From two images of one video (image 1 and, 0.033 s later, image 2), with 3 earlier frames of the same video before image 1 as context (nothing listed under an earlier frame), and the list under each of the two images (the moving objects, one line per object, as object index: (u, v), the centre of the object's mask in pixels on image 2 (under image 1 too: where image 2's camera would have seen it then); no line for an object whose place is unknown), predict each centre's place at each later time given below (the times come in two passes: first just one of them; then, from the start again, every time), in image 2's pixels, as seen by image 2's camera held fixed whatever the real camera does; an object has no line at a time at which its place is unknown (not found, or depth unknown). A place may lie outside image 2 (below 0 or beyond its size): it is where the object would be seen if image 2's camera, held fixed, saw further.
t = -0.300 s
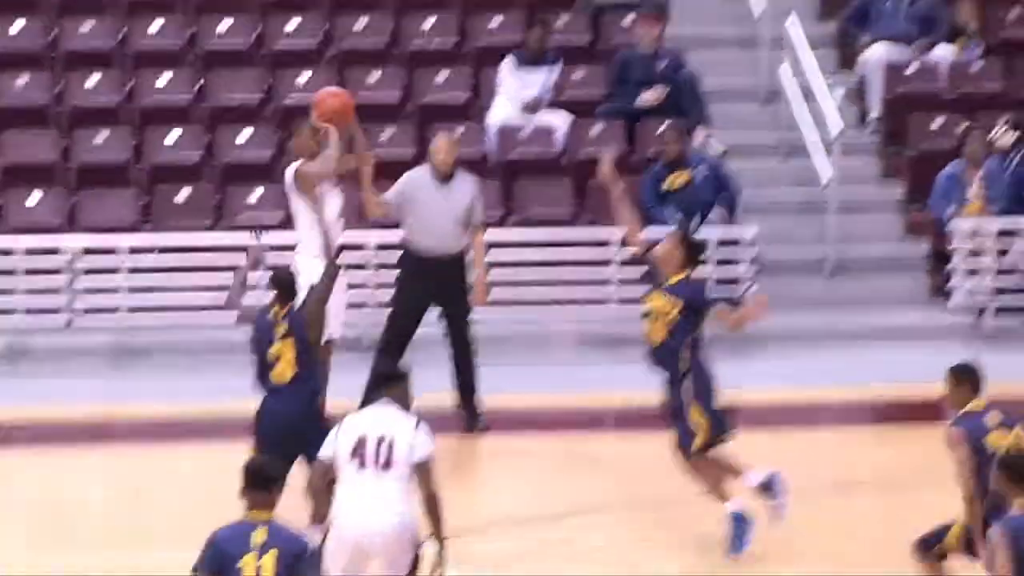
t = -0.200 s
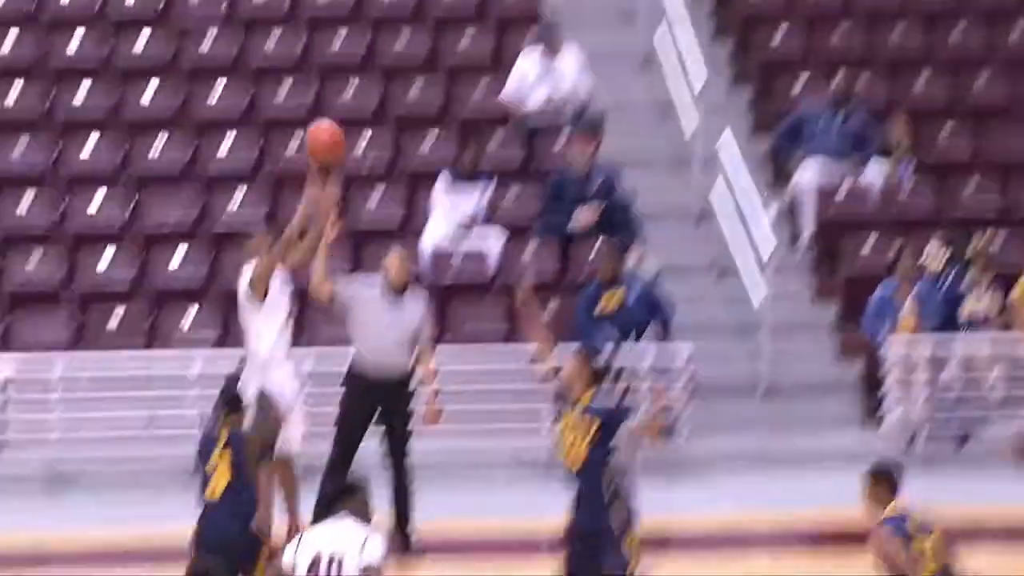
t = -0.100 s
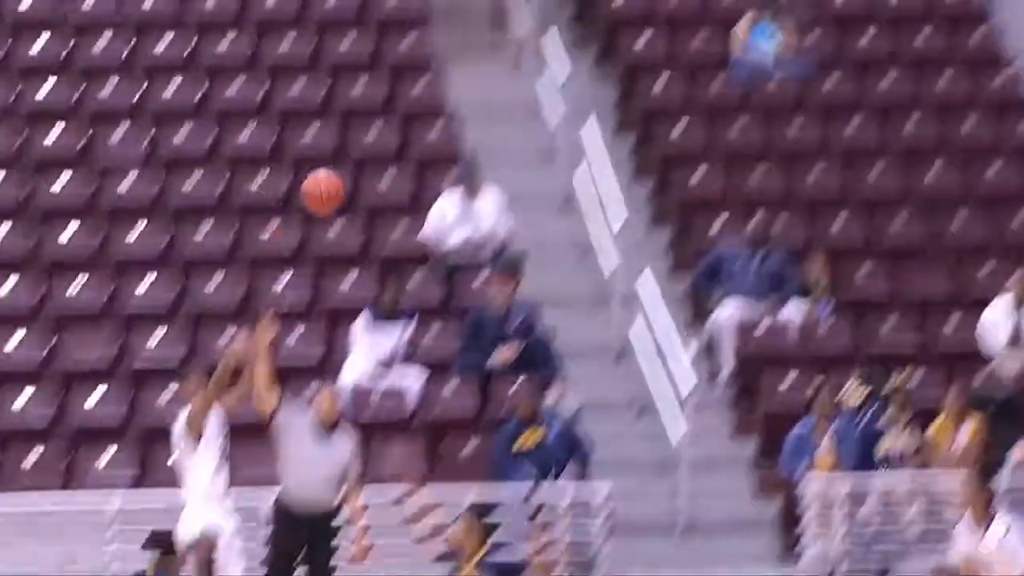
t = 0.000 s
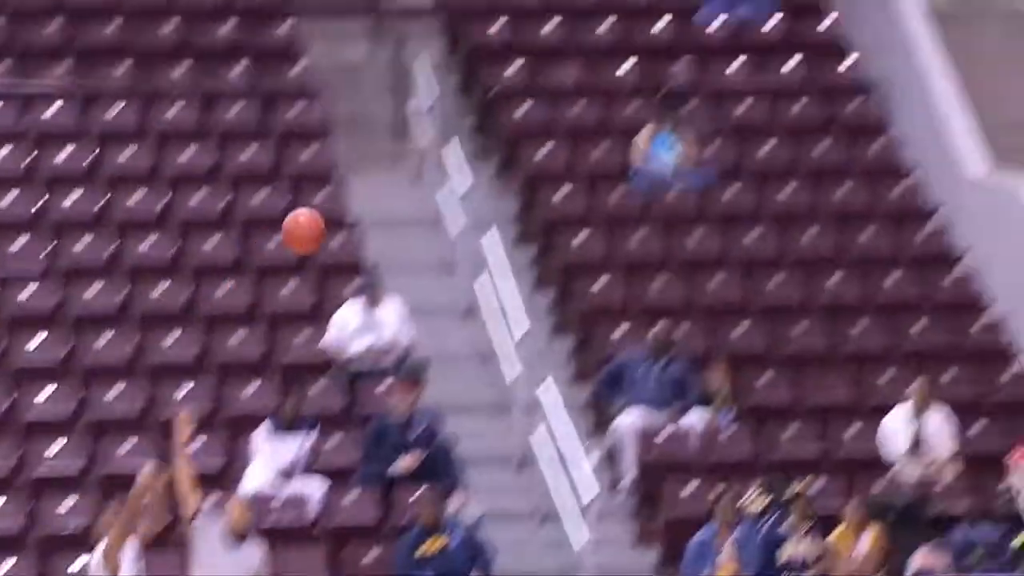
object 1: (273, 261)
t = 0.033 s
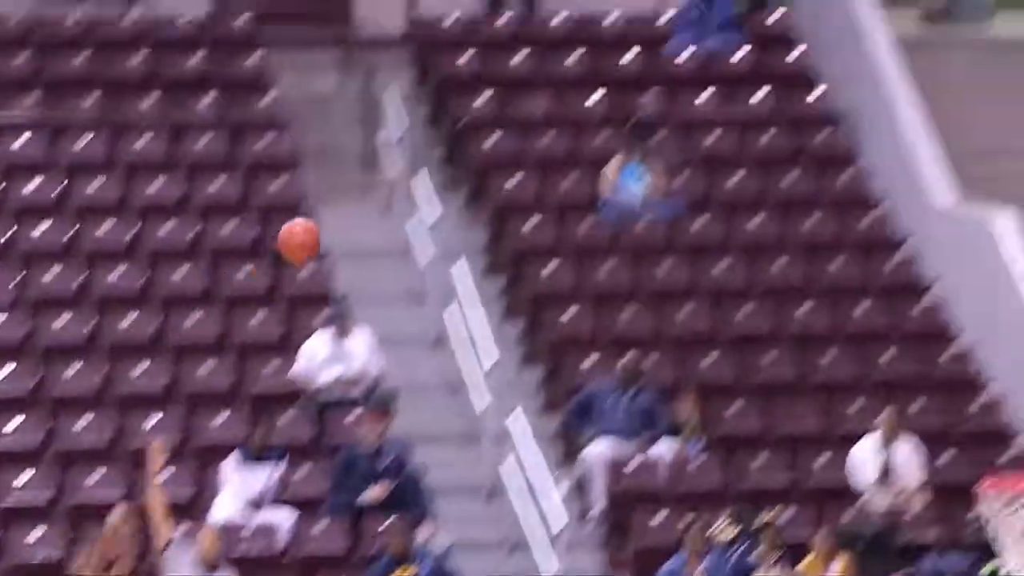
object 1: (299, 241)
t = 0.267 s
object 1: (485, 164)
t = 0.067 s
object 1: (326, 224)
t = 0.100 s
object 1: (352, 209)
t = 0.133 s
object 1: (378, 196)
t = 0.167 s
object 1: (404, 185)
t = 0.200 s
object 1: (432, 177)
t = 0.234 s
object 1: (458, 170)
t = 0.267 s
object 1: (485, 164)
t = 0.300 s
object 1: (512, 160)
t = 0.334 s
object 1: (539, 159)
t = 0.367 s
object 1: (567, 159)
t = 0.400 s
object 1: (594, 162)
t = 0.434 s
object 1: (623, 166)
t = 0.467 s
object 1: (651, 173)
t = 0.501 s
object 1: (680, 182)
